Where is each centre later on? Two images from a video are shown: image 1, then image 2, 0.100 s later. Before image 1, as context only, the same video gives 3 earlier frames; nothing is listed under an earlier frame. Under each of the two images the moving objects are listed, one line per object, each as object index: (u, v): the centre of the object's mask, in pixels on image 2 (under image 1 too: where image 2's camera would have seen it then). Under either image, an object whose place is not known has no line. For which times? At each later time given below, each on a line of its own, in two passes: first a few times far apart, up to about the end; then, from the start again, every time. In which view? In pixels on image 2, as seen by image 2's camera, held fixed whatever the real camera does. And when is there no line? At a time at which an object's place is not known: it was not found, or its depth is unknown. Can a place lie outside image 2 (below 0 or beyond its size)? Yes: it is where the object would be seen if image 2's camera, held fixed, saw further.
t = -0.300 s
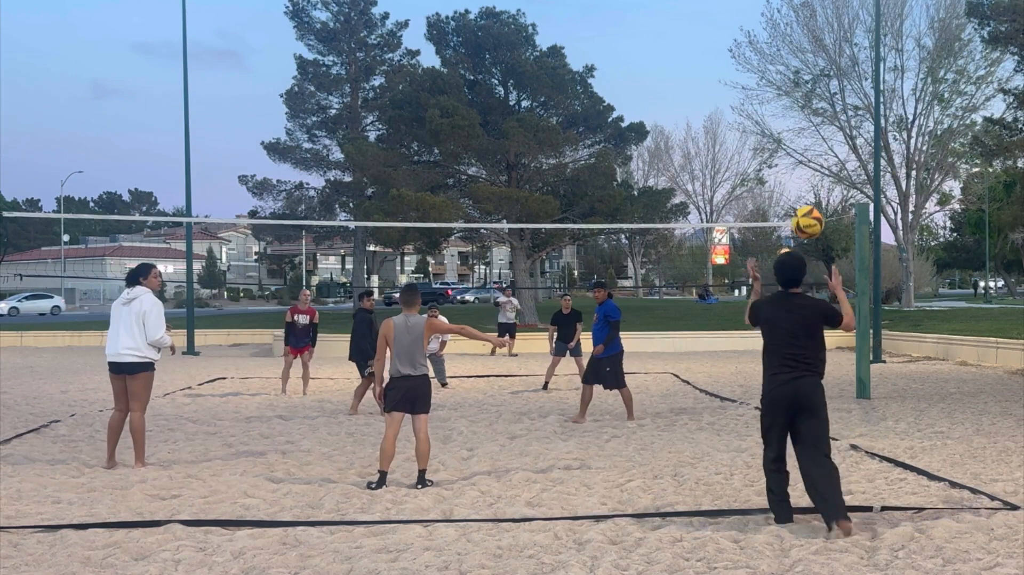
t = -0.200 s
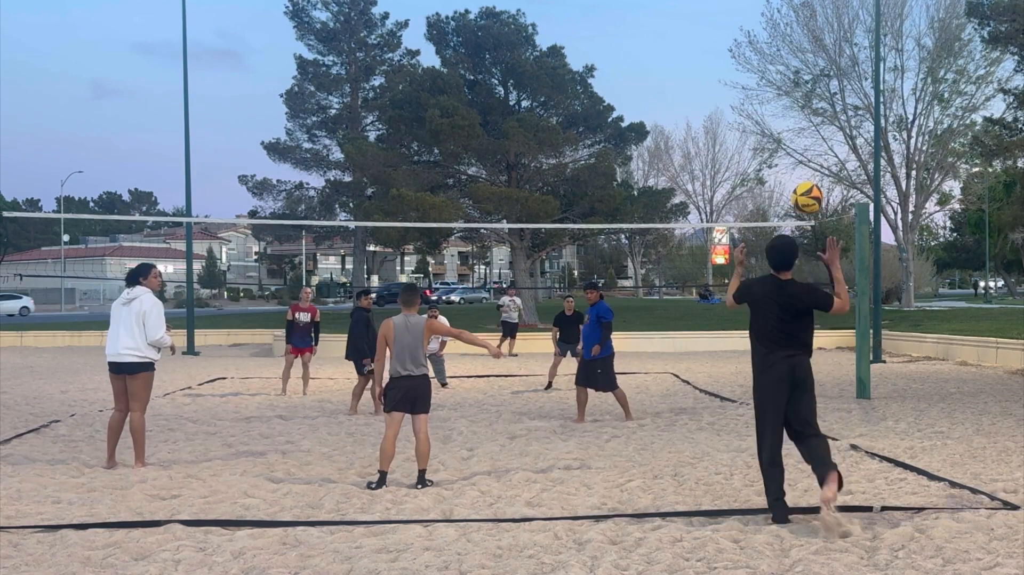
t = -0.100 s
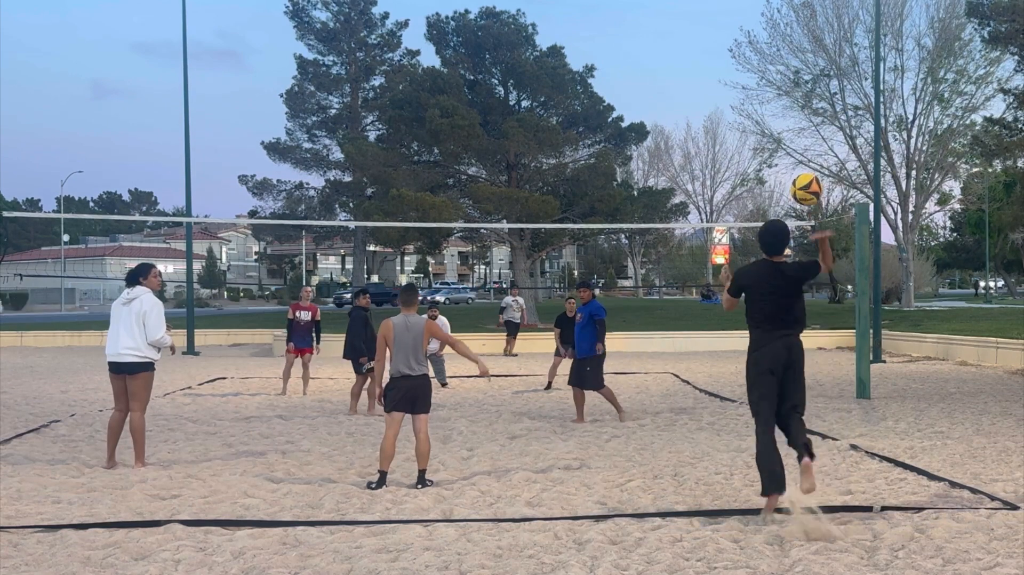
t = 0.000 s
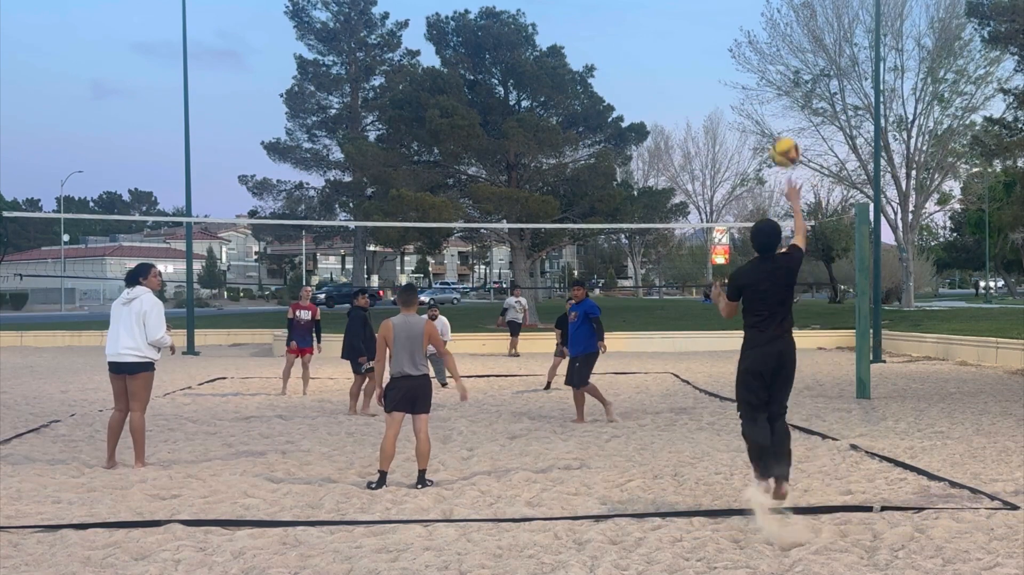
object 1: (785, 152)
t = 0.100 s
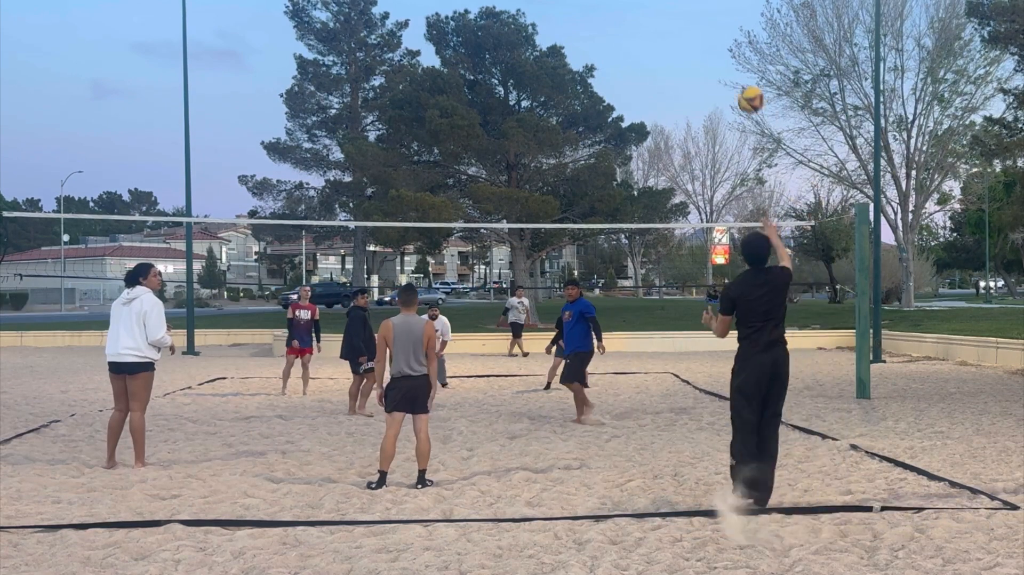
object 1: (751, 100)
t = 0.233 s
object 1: (716, 60)
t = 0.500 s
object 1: (671, 54)
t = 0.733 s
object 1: (648, 96)
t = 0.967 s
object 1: (634, 159)
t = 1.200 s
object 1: (621, 239)
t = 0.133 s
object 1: (741, 87)
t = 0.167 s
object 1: (732, 76)
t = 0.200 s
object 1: (723, 67)
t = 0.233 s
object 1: (716, 60)
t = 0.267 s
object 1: (709, 54)
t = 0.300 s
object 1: (702, 51)
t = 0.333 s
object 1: (696, 49)
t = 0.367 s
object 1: (690, 48)
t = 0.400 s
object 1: (685, 48)
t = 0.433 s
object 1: (680, 49)
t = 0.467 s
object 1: (675, 51)
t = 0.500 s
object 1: (671, 54)
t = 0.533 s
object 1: (667, 58)
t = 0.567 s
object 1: (663, 63)
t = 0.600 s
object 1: (660, 69)
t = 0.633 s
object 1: (656, 75)
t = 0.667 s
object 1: (653, 82)
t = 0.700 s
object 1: (651, 89)
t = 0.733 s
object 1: (648, 96)
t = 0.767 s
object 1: (646, 104)
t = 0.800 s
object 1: (644, 112)
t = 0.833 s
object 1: (642, 121)
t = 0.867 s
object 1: (640, 130)
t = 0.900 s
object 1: (638, 139)
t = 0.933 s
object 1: (636, 149)
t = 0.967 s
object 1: (634, 159)
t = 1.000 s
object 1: (632, 170)
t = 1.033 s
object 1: (630, 179)
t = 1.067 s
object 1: (628, 191)
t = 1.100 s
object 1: (626, 202)
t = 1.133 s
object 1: (625, 214)
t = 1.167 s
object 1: (623, 227)
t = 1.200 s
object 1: (621, 239)
